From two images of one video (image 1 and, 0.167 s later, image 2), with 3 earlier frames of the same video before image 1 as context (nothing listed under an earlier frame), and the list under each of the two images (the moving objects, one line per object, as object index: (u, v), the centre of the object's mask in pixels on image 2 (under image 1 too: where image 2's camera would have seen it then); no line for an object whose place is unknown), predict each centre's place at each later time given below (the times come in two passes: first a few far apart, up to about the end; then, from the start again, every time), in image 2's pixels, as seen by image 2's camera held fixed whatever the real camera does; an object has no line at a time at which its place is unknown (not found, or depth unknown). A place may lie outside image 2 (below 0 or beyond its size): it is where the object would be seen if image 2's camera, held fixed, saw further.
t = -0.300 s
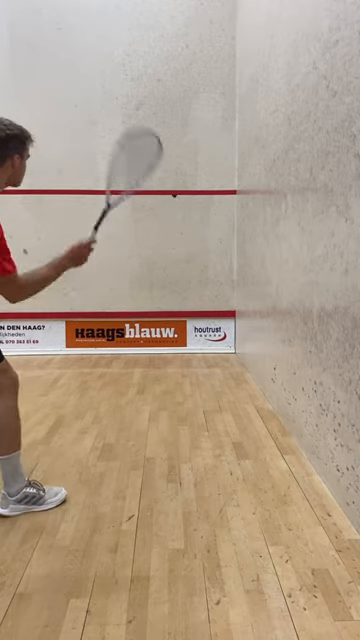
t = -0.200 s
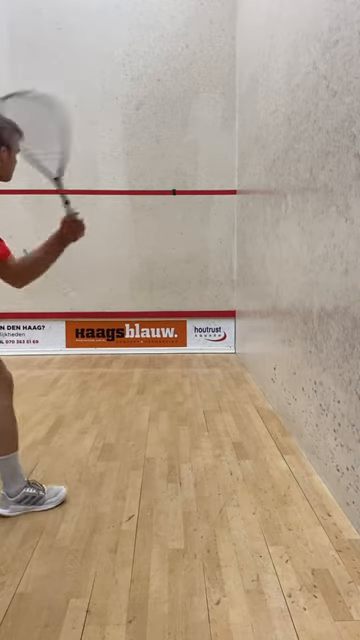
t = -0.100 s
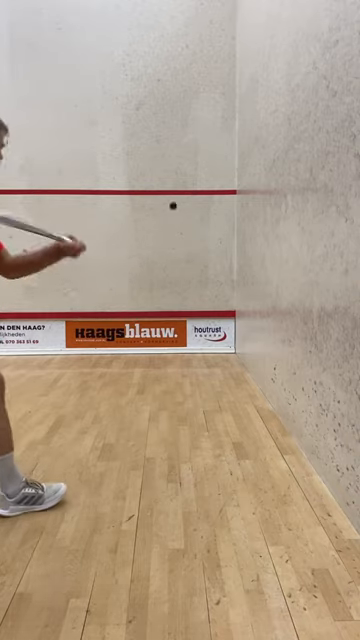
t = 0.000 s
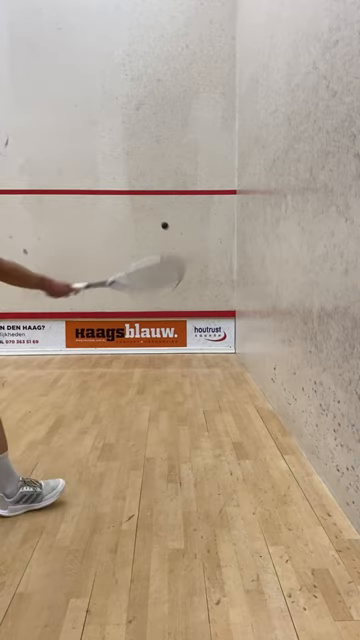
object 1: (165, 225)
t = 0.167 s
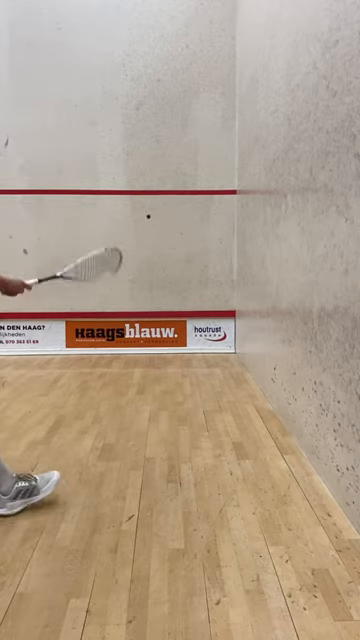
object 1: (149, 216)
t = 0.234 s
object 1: (144, 216)
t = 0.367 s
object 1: (129, 233)
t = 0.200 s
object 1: (146, 215)
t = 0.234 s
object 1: (144, 216)
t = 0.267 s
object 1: (141, 218)
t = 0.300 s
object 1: (137, 220)
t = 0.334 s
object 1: (133, 226)
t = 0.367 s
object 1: (129, 233)
